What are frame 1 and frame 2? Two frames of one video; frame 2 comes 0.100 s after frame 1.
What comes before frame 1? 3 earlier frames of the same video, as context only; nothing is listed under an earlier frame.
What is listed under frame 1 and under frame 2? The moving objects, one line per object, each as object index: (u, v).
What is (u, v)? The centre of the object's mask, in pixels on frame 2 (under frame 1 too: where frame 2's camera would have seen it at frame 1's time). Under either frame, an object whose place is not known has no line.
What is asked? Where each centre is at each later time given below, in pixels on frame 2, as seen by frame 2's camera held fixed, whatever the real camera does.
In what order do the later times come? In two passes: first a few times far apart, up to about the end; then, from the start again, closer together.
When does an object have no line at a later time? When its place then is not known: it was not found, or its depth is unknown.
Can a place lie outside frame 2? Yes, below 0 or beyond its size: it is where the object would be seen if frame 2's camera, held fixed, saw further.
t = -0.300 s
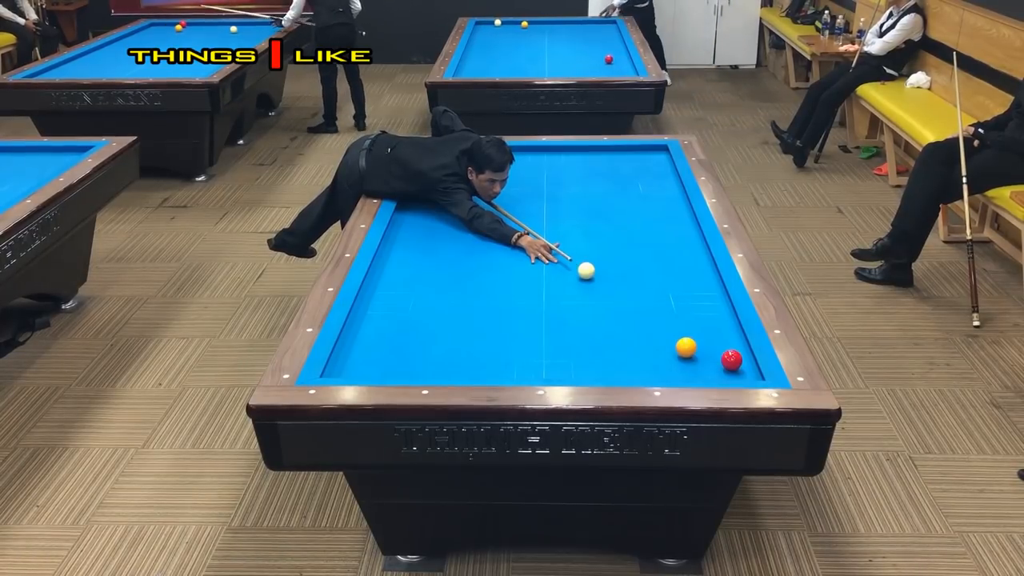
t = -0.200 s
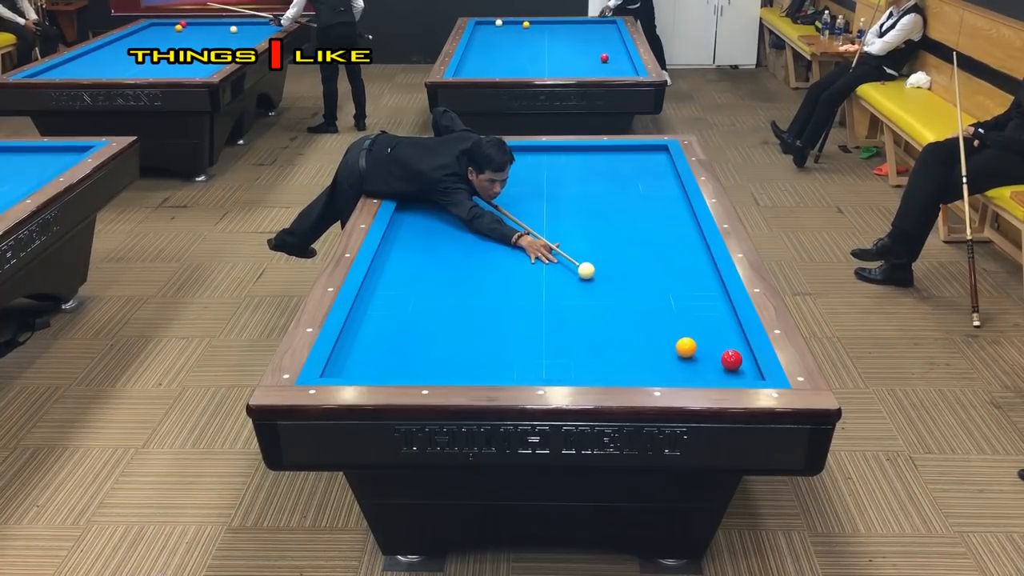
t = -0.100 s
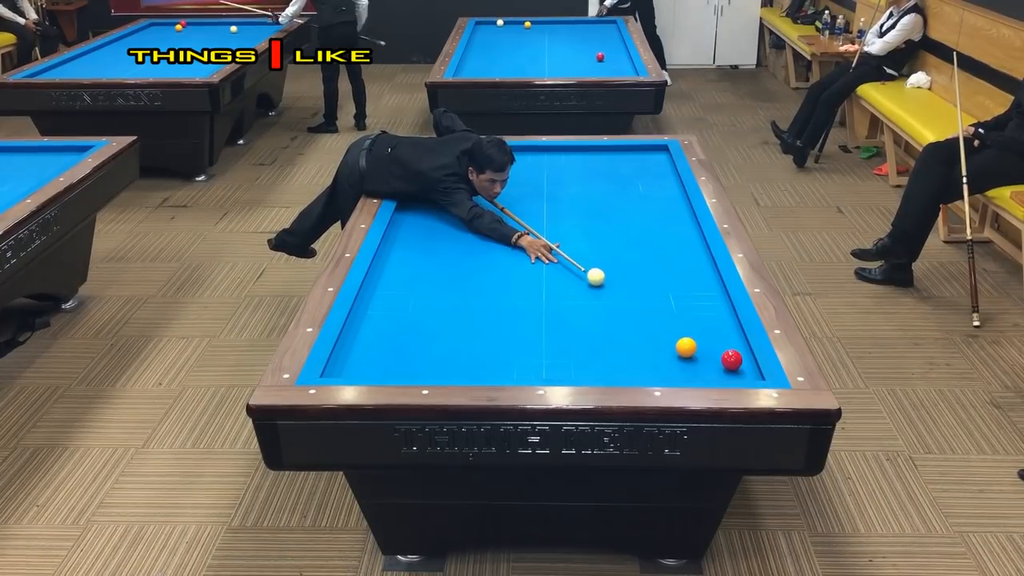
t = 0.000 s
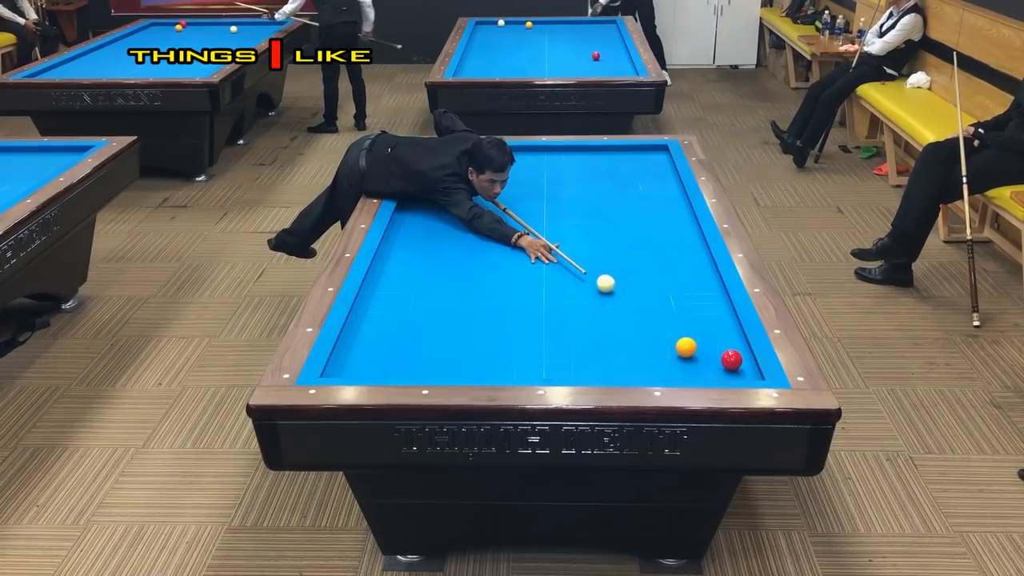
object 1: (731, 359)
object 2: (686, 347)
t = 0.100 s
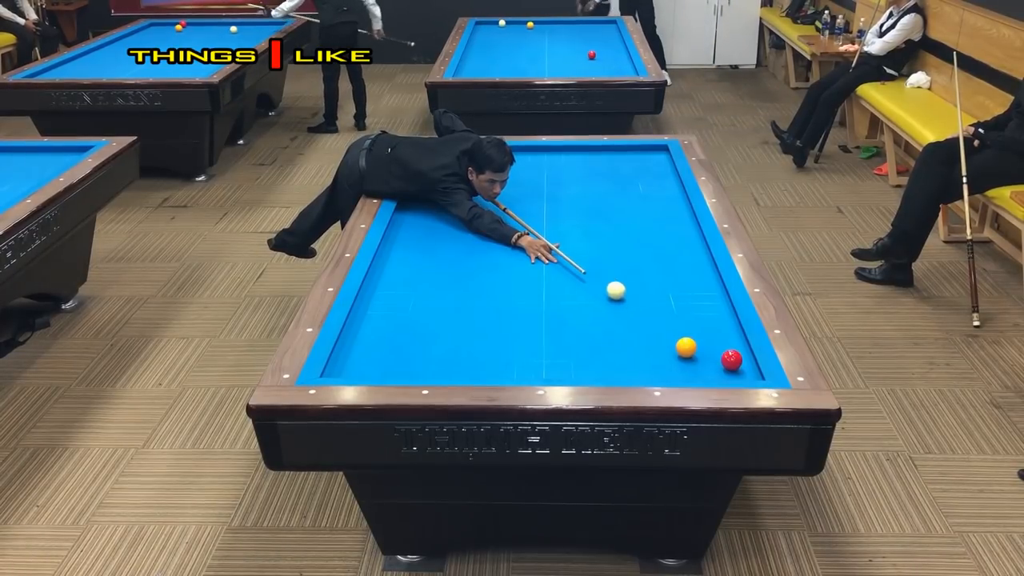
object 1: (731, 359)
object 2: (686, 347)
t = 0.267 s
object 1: (731, 359)
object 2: (686, 347)
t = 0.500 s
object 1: (731, 359)
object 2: (686, 347)
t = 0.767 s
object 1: (731, 359)
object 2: (686, 349)
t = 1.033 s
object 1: (731, 360)
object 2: (686, 363)
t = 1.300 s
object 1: (729, 362)
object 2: (687, 373)
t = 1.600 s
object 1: (724, 368)
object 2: (684, 368)
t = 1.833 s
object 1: (720, 371)
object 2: (682, 362)
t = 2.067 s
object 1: (717, 374)
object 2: (680, 356)
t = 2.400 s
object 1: (712, 372)
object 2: (678, 349)
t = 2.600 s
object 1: (709, 371)
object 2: (676, 345)
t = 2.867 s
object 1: (707, 369)
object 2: (675, 340)
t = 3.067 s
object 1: (705, 368)
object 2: (674, 337)
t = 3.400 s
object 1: (704, 368)
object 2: (673, 333)
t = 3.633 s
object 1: (703, 368)
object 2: (672, 331)
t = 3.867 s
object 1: (703, 368)
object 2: (672, 329)
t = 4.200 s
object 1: (703, 367)
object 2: (671, 326)
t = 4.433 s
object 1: (703, 367)
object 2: (671, 326)
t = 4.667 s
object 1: (703, 367)
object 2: (670, 325)
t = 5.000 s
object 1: (703, 368)
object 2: (670, 325)
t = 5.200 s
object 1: (703, 368)
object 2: (670, 325)
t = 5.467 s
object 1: (703, 367)
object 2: (670, 325)
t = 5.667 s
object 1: (703, 367)
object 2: (670, 325)
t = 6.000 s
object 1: (703, 368)
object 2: (670, 325)
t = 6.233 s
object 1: (703, 367)
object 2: (670, 325)
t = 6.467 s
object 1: (703, 367)
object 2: (670, 325)
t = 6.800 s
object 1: (703, 367)
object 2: (670, 325)
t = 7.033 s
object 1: (703, 367)
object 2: (670, 325)
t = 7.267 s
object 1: (703, 367)
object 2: (670, 325)
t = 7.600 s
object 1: (703, 367)
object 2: (670, 325)
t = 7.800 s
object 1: (703, 367)
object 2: (670, 325)
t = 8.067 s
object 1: (703, 367)
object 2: (670, 325)
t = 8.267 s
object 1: (703, 367)
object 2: (670, 325)
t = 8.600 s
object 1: (703, 367)
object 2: (670, 325)
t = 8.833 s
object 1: (703, 367)
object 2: (670, 325)
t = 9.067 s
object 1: (703, 367)
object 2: (670, 325)
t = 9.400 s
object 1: (703, 367)
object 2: (670, 325)
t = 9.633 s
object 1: (703, 367)
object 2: (670, 325)
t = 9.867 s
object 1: (703, 367)
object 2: (670, 325)
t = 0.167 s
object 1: (731, 359)
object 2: (686, 347)
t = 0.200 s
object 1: (731, 359)
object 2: (686, 347)
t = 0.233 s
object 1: (731, 359)
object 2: (686, 347)
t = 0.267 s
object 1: (731, 359)
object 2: (686, 347)
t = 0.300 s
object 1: (731, 359)
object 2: (686, 347)
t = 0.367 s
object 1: (731, 359)
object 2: (686, 347)
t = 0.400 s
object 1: (732, 359)
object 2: (686, 347)
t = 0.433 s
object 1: (731, 359)
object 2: (686, 347)
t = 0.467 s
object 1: (731, 359)
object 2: (686, 347)
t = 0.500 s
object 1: (731, 359)
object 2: (686, 347)
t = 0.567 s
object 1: (731, 359)
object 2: (686, 347)
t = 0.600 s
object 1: (731, 359)
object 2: (686, 347)
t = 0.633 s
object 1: (731, 359)
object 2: (686, 347)
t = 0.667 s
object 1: (731, 359)
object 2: (686, 347)
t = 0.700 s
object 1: (731, 359)
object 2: (686, 347)
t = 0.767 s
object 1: (731, 359)
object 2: (686, 349)
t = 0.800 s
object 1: (731, 359)
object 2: (686, 351)
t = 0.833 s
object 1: (731, 359)
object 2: (686, 353)
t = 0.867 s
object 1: (731, 359)
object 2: (686, 355)
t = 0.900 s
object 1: (731, 359)
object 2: (686, 356)
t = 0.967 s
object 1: (731, 359)
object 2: (686, 360)
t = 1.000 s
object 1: (732, 359)
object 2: (686, 361)
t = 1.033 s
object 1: (731, 360)
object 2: (686, 363)
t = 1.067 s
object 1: (731, 360)
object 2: (686, 365)
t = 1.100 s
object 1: (732, 360)
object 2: (687, 366)
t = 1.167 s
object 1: (731, 360)
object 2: (687, 369)
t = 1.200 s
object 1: (731, 360)
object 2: (687, 370)
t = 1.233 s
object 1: (731, 361)
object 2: (687, 371)
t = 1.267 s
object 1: (730, 361)
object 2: (687, 372)
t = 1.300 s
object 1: (729, 362)
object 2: (687, 373)
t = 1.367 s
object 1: (728, 363)
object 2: (687, 372)
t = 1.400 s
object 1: (727, 364)
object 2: (686, 372)
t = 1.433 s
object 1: (727, 365)
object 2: (686, 371)
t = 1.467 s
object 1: (726, 366)
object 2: (686, 371)
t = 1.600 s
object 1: (724, 368)
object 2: (684, 368)
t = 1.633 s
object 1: (724, 369)
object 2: (684, 367)
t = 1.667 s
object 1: (723, 369)
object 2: (684, 366)
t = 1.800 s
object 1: (721, 371)
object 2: (683, 363)
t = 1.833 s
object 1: (720, 371)
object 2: (682, 362)
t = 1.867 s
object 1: (720, 372)
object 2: (682, 361)
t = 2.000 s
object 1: (718, 373)
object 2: (681, 358)
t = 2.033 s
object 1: (717, 374)
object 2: (680, 357)
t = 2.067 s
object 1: (717, 374)
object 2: (680, 356)
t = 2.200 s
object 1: (715, 373)
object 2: (679, 353)
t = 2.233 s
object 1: (714, 373)
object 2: (679, 352)
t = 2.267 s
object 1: (714, 372)
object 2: (679, 352)
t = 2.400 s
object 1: (712, 372)
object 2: (678, 349)
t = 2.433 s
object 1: (711, 372)
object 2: (677, 348)
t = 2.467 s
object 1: (711, 371)
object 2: (677, 348)
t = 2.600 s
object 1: (709, 371)
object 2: (676, 345)
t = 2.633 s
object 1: (709, 371)
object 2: (676, 344)
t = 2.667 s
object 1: (709, 370)
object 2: (676, 344)
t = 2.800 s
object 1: (707, 370)
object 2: (675, 341)
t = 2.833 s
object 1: (707, 369)
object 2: (675, 341)
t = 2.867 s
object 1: (707, 369)
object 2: (675, 340)
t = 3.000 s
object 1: (706, 369)
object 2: (674, 338)
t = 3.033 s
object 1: (705, 369)
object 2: (674, 338)
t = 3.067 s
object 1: (705, 368)
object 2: (674, 337)
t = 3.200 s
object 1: (705, 368)
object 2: (674, 336)
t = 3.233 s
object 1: (705, 368)
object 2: (673, 335)
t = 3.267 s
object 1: (704, 368)
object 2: (673, 335)
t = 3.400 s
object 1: (704, 368)
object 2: (673, 333)
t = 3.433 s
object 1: (704, 368)
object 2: (673, 333)
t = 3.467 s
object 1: (704, 368)
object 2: (673, 332)
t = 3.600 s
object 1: (703, 368)
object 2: (672, 331)
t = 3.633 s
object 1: (703, 368)
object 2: (672, 331)
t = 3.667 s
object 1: (703, 368)
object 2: (672, 330)
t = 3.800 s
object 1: (703, 367)
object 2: (672, 329)
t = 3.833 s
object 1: (703, 368)
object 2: (672, 329)
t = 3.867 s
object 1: (703, 368)
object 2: (672, 329)
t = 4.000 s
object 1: (703, 368)
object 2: (671, 328)
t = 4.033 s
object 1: (703, 368)
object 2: (671, 327)
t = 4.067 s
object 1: (703, 367)
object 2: (671, 327)
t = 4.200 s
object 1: (703, 367)
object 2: (671, 326)
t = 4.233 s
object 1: (703, 367)
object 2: (671, 326)
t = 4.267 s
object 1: (703, 368)
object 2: (671, 326)
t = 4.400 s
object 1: (703, 367)
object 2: (671, 326)
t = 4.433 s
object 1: (703, 367)
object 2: (671, 326)
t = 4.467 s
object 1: (703, 367)
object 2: (671, 325)
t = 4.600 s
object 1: (703, 368)
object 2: (670, 325)
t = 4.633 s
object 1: (703, 367)
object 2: (670, 325)
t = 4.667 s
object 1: (703, 367)
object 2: (670, 325)
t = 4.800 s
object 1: (703, 368)
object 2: (670, 325)
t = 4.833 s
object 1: (703, 368)
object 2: (670, 325)
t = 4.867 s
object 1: (703, 368)
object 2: (670, 325)
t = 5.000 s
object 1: (703, 368)
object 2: (670, 325)
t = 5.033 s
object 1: (703, 367)
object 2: (670, 325)
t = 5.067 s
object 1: (703, 368)
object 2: (670, 325)
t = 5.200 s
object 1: (703, 368)
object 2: (670, 325)
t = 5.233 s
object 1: (703, 368)
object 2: (670, 325)
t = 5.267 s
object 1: (703, 368)
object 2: (670, 325)
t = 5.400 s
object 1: (703, 368)
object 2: (670, 325)
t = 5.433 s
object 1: (703, 367)
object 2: (670, 325)
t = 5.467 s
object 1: (703, 367)
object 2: (670, 325)
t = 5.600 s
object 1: (703, 367)
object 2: (670, 325)
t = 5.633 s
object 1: (703, 367)
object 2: (670, 325)
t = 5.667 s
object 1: (703, 367)
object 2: (670, 325)
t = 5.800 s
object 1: (703, 368)
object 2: (670, 325)
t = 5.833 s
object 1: (703, 368)
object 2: (670, 325)
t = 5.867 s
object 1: (703, 367)
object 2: (670, 325)
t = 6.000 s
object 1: (703, 368)
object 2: (670, 325)
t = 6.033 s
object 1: (703, 367)
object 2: (670, 325)
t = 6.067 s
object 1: (703, 367)
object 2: (670, 325)
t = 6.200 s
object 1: (703, 367)
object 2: (670, 325)
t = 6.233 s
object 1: (703, 367)
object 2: (670, 325)
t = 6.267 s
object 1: (703, 367)
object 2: (670, 325)
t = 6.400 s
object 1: (703, 367)
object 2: (670, 325)
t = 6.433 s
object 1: (703, 367)
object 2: (670, 325)
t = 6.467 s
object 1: (703, 367)
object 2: (670, 325)
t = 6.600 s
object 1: (703, 367)
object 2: (670, 325)
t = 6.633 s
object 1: (703, 367)
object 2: (670, 325)
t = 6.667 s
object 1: (703, 367)
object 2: (670, 325)
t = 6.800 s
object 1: (703, 367)
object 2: (670, 325)
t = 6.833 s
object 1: (703, 367)
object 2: (670, 325)
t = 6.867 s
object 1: (703, 367)
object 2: (670, 325)
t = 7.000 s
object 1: (703, 367)
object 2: (670, 325)
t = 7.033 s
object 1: (703, 367)
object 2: (670, 325)
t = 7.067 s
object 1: (703, 367)
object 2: (670, 325)
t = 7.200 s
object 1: (703, 367)
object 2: (670, 325)
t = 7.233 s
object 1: (703, 367)
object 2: (670, 325)
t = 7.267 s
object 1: (703, 367)
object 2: (670, 325)
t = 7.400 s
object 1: (703, 367)
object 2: (670, 325)
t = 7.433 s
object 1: (703, 367)
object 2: (670, 325)
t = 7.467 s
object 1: (703, 367)
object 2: (670, 325)
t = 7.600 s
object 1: (703, 367)
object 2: (670, 325)
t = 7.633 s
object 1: (703, 367)
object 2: (670, 325)
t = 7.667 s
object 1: (703, 367)
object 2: (670, 325)
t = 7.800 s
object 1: (703, 367)
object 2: (670, 325)
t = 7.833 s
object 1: (703, 367)
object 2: (670, 325)
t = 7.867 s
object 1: (703, 367)
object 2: (670, 325)
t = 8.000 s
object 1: (703, 367)
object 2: (670, 325)
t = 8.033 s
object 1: (703, 367)
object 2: (670, 325)
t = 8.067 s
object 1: (703, 367)
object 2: (670, 325)
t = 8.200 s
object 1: (703, 367)
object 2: (670, 325)
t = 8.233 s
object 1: (703, 367)
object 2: (670, 325)
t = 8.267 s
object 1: (703, 367)
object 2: (670, 325)
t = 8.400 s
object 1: (703, 367)
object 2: (670, 325)
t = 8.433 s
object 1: (703, 367)
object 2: (670, 325)
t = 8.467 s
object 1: (703, 367)
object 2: (670, 325)
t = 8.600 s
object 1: (703, 367)
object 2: (670, 325)
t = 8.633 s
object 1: (703, 367)
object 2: (670, 325)
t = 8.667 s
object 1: (703, 367)
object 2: (670, 325)
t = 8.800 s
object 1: (703, 367)
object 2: (670, 325)
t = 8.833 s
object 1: (703, 367)
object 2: (670, 325)
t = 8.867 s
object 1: (703, 367)
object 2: (670, 325)
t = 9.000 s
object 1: (703, 367)
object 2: (670, 325)
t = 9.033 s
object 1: (703, 367)
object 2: (670, 325)
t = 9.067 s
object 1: (703, 367)
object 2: (670, 325)
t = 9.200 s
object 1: (703, 367)
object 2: (670, 325)
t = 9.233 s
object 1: (703, 367)
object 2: (670, 325)
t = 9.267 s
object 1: (703, 367)
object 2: (670, 325)
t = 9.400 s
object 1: (703, 367)
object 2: (670, 325)
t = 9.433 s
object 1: (703, 367)
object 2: (670, 325)
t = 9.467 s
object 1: (703, 367)
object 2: (670, 325)
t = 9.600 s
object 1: (703, 367)
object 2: (670, 325)
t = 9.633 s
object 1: (703, 367)
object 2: (670, 325)
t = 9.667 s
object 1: (703, 367)
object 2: (670, 325)
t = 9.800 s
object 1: (703, 367)
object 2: (670, 325)
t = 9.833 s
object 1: (703, 367)
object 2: (670, 325)
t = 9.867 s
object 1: (703, 367)
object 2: (670, 325)
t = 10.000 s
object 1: (703, 367)
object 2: (670, 325)
